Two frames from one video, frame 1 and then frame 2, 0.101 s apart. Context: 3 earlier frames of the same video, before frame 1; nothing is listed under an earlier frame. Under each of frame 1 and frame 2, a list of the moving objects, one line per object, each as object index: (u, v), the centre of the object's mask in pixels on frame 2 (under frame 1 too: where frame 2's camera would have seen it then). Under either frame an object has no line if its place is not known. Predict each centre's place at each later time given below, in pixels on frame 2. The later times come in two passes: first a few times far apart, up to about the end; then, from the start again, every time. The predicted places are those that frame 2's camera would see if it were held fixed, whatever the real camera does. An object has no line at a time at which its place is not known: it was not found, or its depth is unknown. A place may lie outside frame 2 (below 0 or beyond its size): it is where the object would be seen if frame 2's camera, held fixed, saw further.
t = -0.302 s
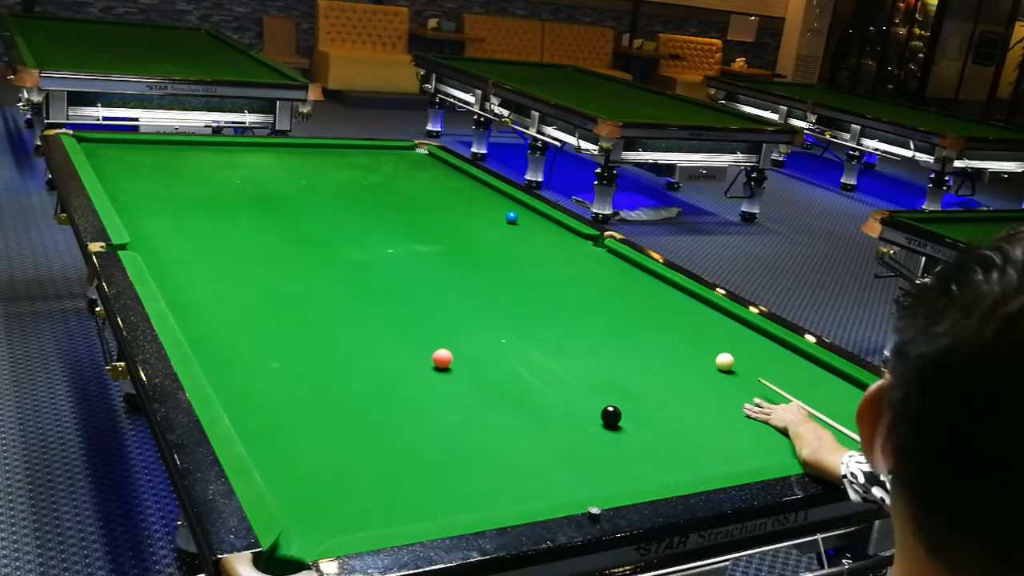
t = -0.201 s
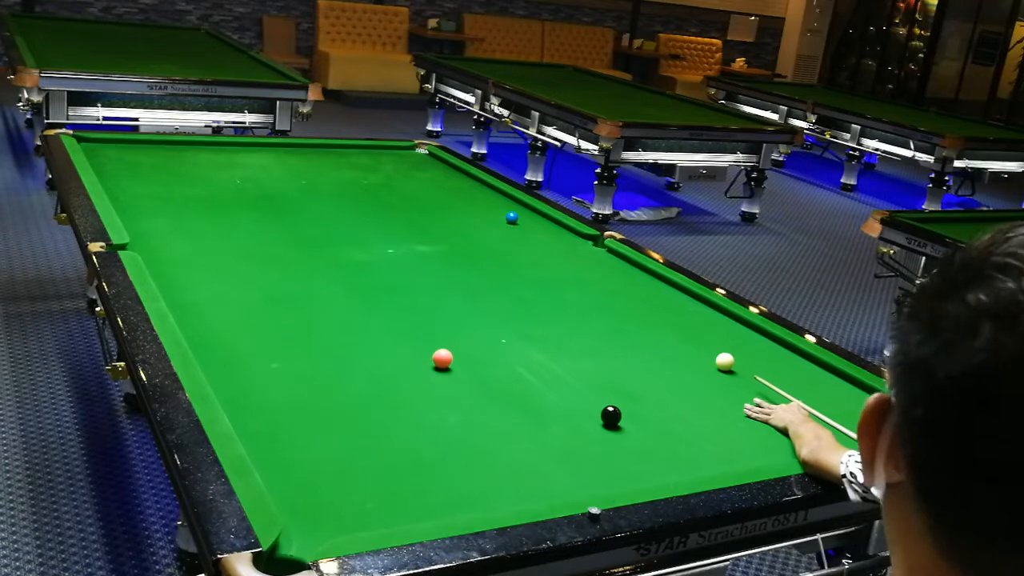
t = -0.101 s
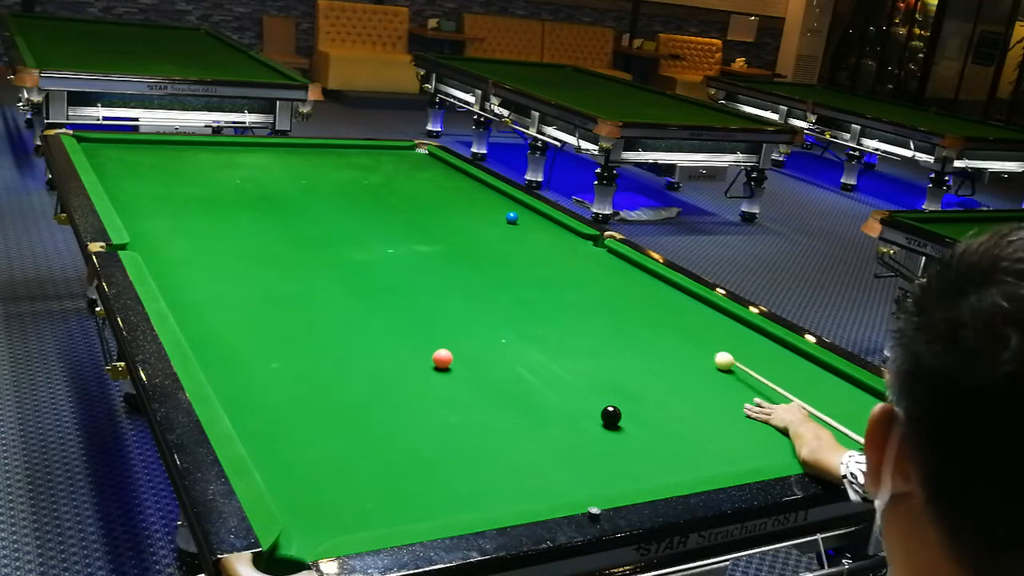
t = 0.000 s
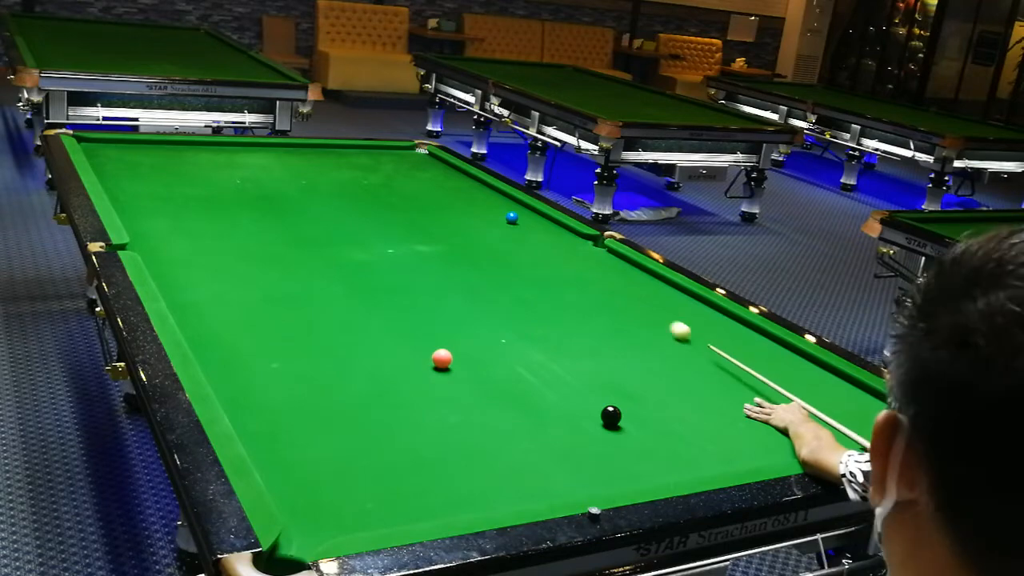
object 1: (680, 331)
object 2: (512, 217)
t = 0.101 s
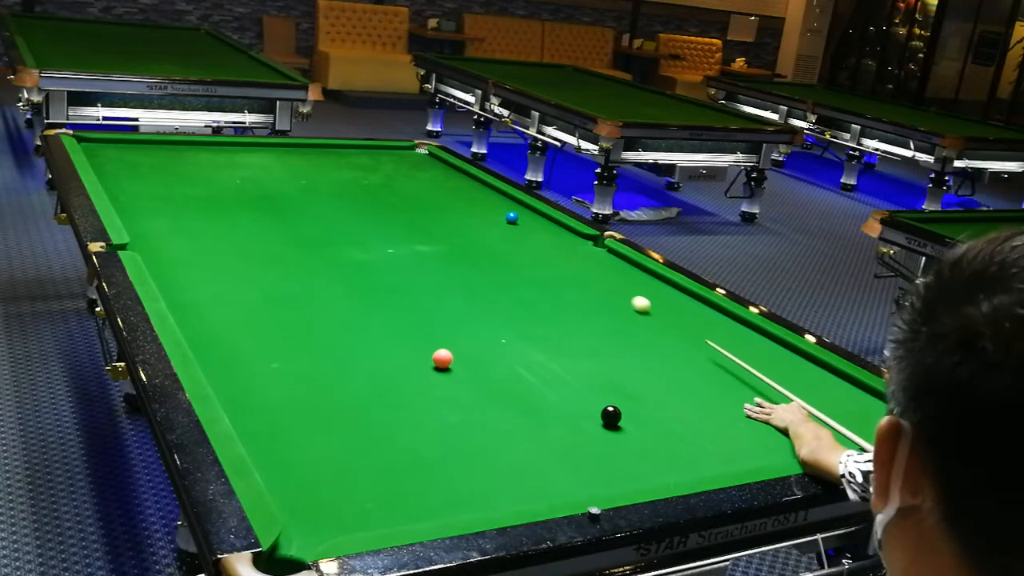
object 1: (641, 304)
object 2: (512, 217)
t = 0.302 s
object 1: (576, 261)
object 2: (512, 217)
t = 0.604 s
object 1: (522, 220)
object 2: (494, 209)
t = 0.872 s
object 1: (524, 211)
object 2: (443, 183)
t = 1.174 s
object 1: (514, 201)
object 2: (401, 162)
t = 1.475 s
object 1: (491, 193)
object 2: (371, 147)
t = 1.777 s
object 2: (388, 157)
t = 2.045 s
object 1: (454, 180)
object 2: (403, 171)
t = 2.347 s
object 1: (437, 174)
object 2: (421, 183)
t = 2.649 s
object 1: (422, 170)
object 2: (441, 198)
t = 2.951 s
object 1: (408, 165)
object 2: (461, 213)
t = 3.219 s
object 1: (398, 162)
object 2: (480, 228)
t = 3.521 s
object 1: (388, 158)
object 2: (502, 244)
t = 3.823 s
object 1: (378, 155)
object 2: (526, 263)
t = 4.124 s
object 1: (370, 153)
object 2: (552, 281)
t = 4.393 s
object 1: (364, 150)
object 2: (576, 299)
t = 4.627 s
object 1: (360, 149)
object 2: (598, 316)
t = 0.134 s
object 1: (629, 297)
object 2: (512, 217)
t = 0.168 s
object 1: (617, 289)
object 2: (512, 218)
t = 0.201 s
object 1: (606, 282)
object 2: (512, 218)
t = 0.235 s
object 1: (596, 275)
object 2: (512, 218)
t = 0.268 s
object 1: (586, 268)
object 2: (512, 217)
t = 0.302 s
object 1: (576, 261)
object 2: (512, 217)
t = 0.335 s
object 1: (567, 255)
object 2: (512, 217)
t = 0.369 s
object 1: (558, 249)
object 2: (512, 217)
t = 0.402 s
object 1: (549, 242)
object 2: (512, 217)
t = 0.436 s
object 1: (541, 237)
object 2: (512, 217)
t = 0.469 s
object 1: (533, 231)
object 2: (512, 217)
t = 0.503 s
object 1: (525, 226)
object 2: (512, 217)
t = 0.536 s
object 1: (519, 221)
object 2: (509, 216)
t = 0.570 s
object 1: (520, 221)
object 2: (503, 212)
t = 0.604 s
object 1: (522, 220)
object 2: (494, 209)
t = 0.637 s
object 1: (523, 220)
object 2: (486, 205)
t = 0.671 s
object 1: (524, 219)
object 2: (479, 201)
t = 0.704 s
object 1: (525, 218)
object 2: (472, 198)
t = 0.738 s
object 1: (525, 217)
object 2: (466, 194)
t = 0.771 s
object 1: (524, 215)
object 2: (459, 191)
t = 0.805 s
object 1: (524, 214)
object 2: (453, 189)
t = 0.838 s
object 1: (524, 213)
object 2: (448, 185)
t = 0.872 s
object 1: (524, 211)
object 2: (443, 183)
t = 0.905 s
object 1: (524, 210)
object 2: (438, 180)
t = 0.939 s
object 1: (523, 209)
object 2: (433, 178)
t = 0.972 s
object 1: (523, 208)
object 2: (428, 175)
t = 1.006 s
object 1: (523, 206)
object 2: (423, 173)
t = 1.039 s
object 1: (522, 205)
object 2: (419, 171)
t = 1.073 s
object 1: (522, 204)
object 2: (415, 169)
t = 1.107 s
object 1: (520, 203)
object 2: (410, 166)
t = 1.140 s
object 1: (517, 202)
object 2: (405, 164)
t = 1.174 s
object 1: (514, 201)
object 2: (401, 162)
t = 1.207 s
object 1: (511, 200)
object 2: (397, 160)
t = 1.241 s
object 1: (509, 199)
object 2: (393, 158)
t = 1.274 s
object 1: (506, 198)
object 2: (389, 156)
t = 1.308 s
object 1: (504, 197)
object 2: (385, 154)
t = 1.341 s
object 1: (501, 196)
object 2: (381, 152)
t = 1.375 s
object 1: (499, 196)
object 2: (377, 150)
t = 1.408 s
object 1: (496, 195)
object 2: (374, 148)
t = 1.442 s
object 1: (494, 194)
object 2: (369, 146)
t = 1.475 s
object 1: (491, 193)
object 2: (371, 147)
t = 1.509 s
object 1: (489, 192)
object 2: (373, 149)
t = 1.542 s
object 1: (486, 192)
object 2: (375, 150)
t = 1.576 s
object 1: (484, 191)
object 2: (377, 151)
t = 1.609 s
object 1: (482, 190)
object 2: (379, 153)
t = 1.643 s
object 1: (479, 189)
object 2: (381, 155)
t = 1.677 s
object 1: (477, 187)
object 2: (383, 156)
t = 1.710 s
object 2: (384, 156)
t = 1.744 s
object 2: (386, 158)
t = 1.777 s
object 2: (388, 157)
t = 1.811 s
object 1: (469, 183)
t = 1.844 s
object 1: (466, 185)
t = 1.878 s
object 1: (464, 183)
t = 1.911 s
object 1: (462, 183)
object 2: (396, 165)
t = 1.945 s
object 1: (460, 182)
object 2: (398, 166)
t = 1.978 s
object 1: (458, 181)
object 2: (400, 168)
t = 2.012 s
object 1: (456, 181)
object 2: (401, 169)
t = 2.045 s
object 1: (454, 180)
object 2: (403, 171)
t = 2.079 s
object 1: (452, 180)
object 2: (405, 172)
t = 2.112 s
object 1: (450, 179)
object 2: (407, 174)
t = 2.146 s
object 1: (448, 178)
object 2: (409, 175)
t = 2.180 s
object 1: (446, 177)
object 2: (411, 176)
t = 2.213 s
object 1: (444, 176)
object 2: (413, 177)
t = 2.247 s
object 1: (442, 176)
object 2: (415, 179)
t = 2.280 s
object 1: (440, 176)
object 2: (417, 181)
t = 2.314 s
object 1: (439, 175)
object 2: (420, 182)
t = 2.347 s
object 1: (437, 174)
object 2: (421, 183)
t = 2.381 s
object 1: (435, 174)
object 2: (424, 186)
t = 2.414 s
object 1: (433, 173)
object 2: (426, 188)
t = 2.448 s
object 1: (432, 173)
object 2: (428, 189)
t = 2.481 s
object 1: (430, 172)
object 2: (430, 190)
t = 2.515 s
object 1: (428, 172)
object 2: (432, 191)
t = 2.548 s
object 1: (427, 171)
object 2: (434, 193)
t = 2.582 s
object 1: (425, 171)
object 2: (436, 195)
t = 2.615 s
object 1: (423, 170)
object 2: (438, 196)
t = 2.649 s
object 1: (422, 170)
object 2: (441, 198)
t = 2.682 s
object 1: (420, 169)
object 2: (443, 199)
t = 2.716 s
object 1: (419, 169)
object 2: (445, 202)
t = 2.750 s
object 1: (417, 168)
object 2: (447, 204)
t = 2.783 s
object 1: (416, 168)
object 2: (449, 205)
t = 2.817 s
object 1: (414, 167)
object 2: (452, 207)
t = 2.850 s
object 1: (413, 167)
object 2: (454, 208)
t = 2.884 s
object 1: (411, 166)
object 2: (456, 209)
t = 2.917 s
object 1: (410, 166)
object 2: (458, 211)
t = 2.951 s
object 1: (408, 165)
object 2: (461, 213)
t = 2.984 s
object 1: (407, 165)
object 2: (463, 215)
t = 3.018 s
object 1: (406, 164)
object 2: (465, 216)
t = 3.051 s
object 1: (404, 164)
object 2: (468, 218)
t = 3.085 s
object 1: (403, 163)
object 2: (470, 220)
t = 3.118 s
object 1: (402, 163)
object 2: (473, 222)
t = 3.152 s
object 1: (400, 163)
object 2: (475, 224)
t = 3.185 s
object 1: (399, 162)
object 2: (477, 225)
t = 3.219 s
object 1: (398, 162)
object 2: (480, 228)
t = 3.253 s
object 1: (397, 161)
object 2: (482, 229)
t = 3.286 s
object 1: (395, 161)
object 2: (484, 231)
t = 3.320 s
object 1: (394, 160)
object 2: (487, 233)
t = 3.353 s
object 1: (393, 160)
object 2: (489, 234)
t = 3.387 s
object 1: (392, 160)
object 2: (492, 237)
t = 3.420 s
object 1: (391, 160)
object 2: (494, 238)
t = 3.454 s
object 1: (390, 159)
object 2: (497, 240)
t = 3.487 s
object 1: (388, 159)
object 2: (500, 242)
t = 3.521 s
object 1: (388, 158)
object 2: (502, 244)
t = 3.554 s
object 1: (386, 158)
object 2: (505, 246)
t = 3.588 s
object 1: (385, 158)
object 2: (507, 248)
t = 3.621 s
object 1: (384, 157)
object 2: (510, 250)
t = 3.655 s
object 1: (383, 157)
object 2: (513, 252)
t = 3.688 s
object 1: (382, 157)
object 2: (515, 254)
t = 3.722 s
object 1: (381, 156)
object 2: (518, 256)
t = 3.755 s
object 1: (380, 156)
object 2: (521, 258)
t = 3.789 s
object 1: (379, 156)
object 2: (524, 260)
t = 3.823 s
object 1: (378, 155)
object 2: (526, 263)
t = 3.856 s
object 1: (377, 155)
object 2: (529, 264)
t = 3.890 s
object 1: (376, 155)
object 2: (532, 266)
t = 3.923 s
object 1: (375, 154)
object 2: (534, 268)
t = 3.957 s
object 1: (375, 154)
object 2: (537, 270)
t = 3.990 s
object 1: (374, 154)
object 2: (540, 272)
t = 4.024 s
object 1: (373, 154)
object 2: (543, 274)
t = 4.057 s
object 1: (372, 153)
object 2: (546, 277)
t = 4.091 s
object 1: (371, 153)
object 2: (549, 279)
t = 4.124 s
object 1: (370, 153)
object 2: (552, 281)
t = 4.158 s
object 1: (369, 152)
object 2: (555, 283)
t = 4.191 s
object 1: (369, 152)
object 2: (557, 285)
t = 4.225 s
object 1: (368, 152)
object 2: (560, 288)
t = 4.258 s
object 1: (367, 152)
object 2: (563, 290)
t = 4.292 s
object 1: (366, 151)
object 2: (566, 292)
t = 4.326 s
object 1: (366, 151)
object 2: (570, 294)
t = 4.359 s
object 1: (365, 151)
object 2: (573, 297)
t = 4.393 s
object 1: (364, 150)
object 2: (576, 299)
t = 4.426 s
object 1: (364, 150)
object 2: (579, 302)
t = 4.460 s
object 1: (363, 150)
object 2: (582, 304)
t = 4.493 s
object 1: (363, 150)
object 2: (585, 306)
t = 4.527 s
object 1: (362, 150)
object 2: (589, 308)
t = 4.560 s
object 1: (361, 149)
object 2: (592, 311)
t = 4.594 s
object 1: (361, 149)
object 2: (595, 313)
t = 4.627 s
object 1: (360, 149)
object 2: (598, 316)
